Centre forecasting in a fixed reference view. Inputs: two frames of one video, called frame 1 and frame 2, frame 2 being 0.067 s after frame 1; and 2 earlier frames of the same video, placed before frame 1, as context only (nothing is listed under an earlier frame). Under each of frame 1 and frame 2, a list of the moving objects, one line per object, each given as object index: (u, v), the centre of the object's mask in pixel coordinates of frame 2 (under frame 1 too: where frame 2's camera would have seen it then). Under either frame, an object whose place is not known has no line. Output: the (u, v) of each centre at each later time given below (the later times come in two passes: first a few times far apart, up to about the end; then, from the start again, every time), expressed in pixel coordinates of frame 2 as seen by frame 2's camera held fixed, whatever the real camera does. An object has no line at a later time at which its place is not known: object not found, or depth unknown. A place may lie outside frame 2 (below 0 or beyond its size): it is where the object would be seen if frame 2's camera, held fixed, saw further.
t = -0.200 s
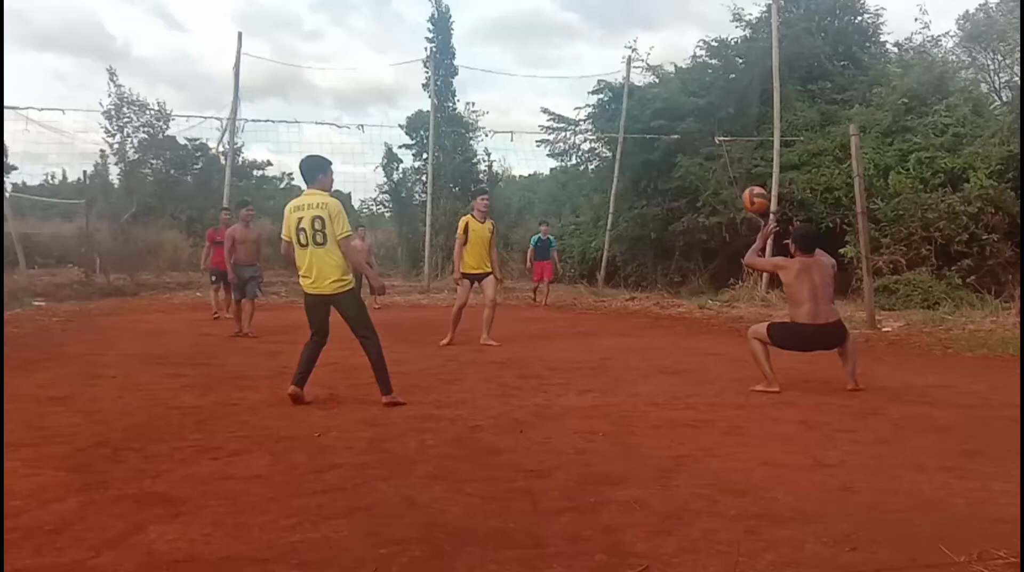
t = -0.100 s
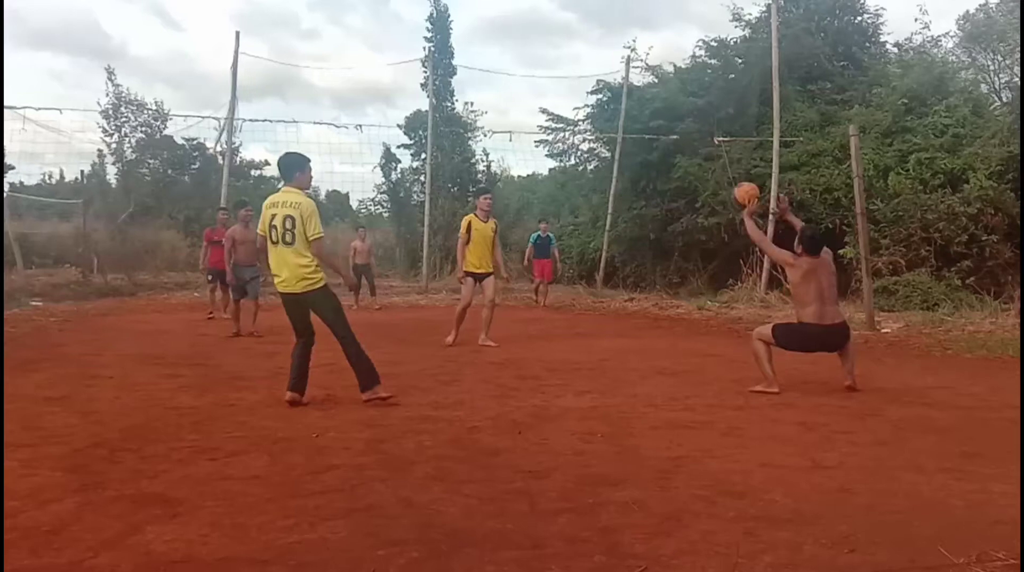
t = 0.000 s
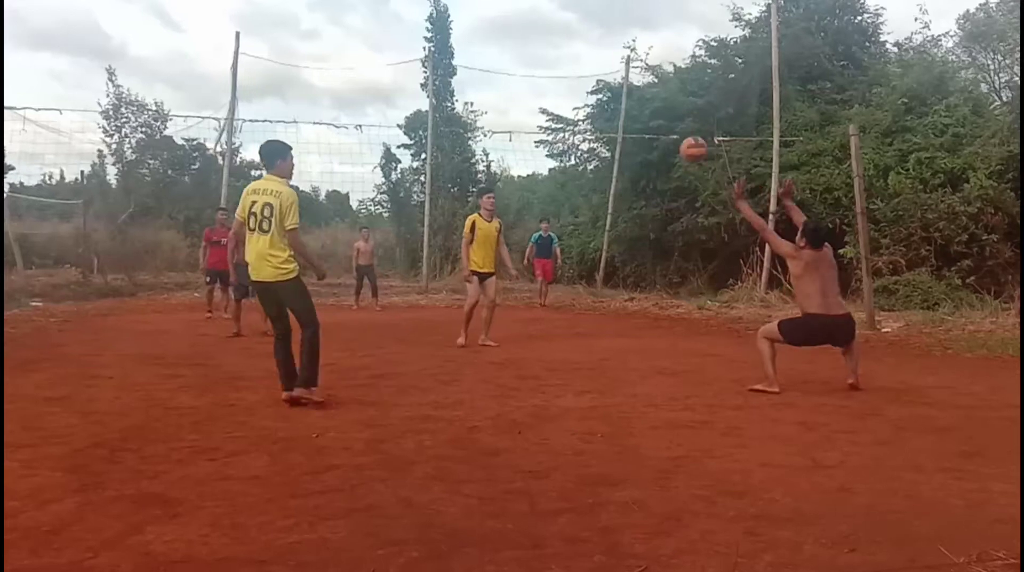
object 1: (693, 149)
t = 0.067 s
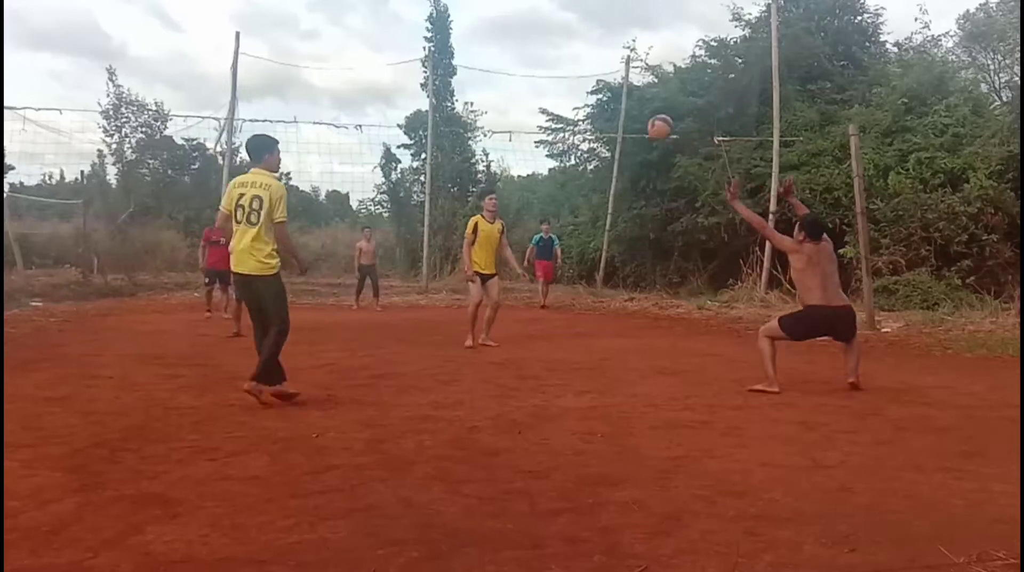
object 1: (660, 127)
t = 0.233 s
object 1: (579, 97)
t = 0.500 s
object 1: (465, 118)
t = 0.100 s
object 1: (644, 119)
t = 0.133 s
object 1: (627, 110)
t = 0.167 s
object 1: (611, 102)
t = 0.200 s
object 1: (596, 100)
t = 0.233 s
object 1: (579, 97)
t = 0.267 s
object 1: (565, 95)
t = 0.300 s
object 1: (550, 95)
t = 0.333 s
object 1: (535, 96)
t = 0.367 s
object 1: (521, 98)
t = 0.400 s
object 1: (507, 102)
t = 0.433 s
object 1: (492, 106)
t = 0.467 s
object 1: (478, 112)
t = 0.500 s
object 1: (465, 118)
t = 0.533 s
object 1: (451, 124)
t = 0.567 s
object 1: (437, 135)
